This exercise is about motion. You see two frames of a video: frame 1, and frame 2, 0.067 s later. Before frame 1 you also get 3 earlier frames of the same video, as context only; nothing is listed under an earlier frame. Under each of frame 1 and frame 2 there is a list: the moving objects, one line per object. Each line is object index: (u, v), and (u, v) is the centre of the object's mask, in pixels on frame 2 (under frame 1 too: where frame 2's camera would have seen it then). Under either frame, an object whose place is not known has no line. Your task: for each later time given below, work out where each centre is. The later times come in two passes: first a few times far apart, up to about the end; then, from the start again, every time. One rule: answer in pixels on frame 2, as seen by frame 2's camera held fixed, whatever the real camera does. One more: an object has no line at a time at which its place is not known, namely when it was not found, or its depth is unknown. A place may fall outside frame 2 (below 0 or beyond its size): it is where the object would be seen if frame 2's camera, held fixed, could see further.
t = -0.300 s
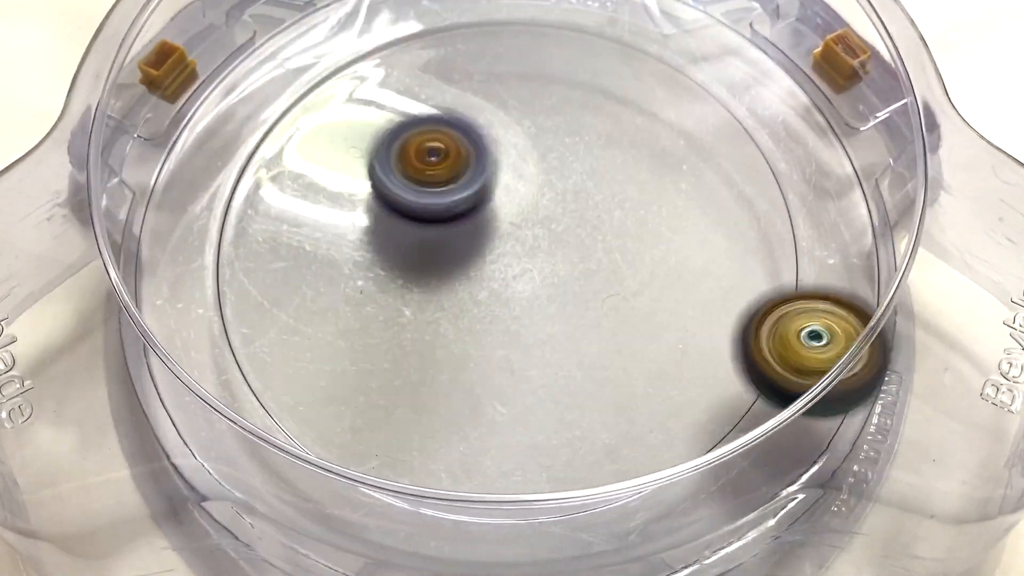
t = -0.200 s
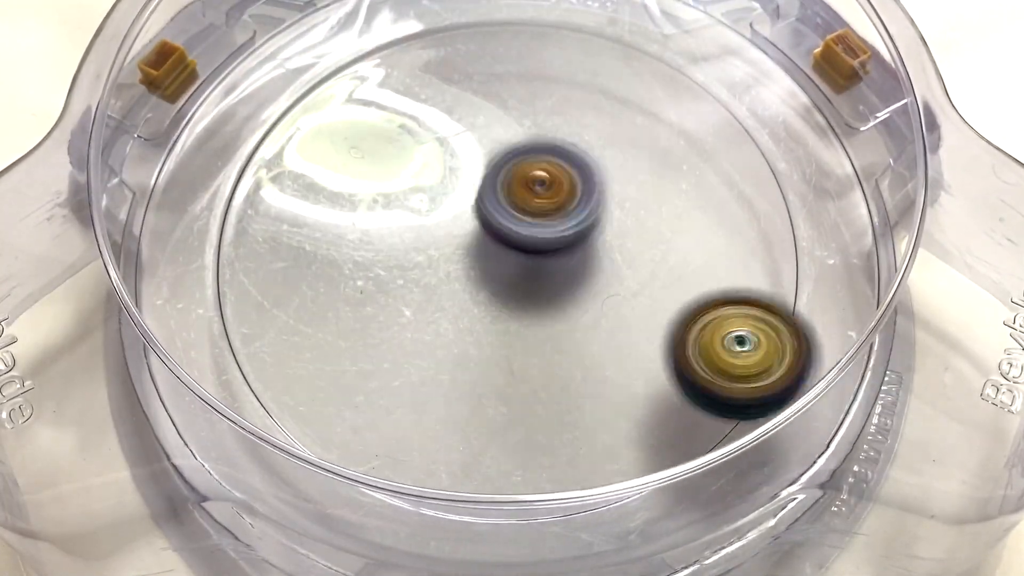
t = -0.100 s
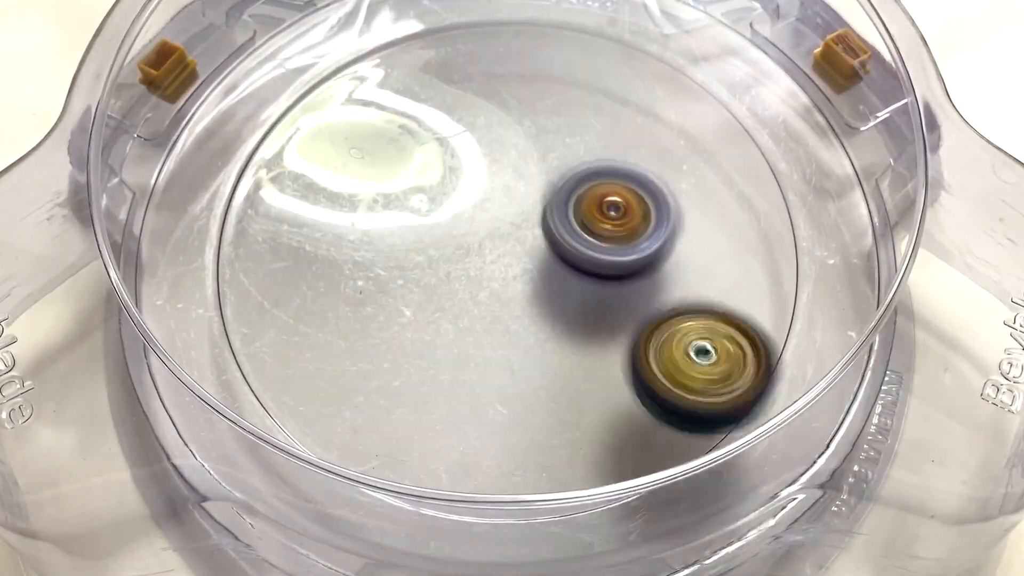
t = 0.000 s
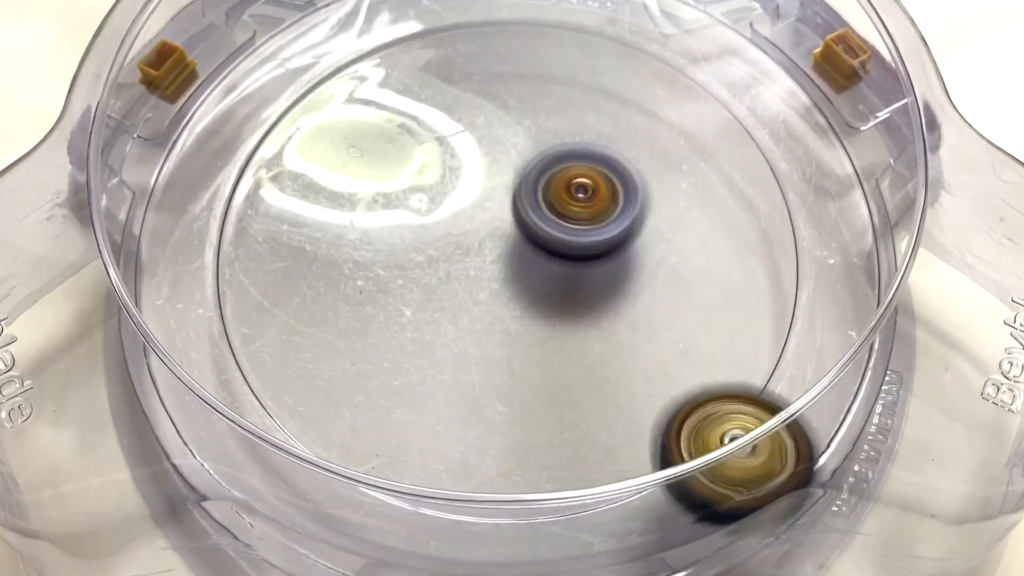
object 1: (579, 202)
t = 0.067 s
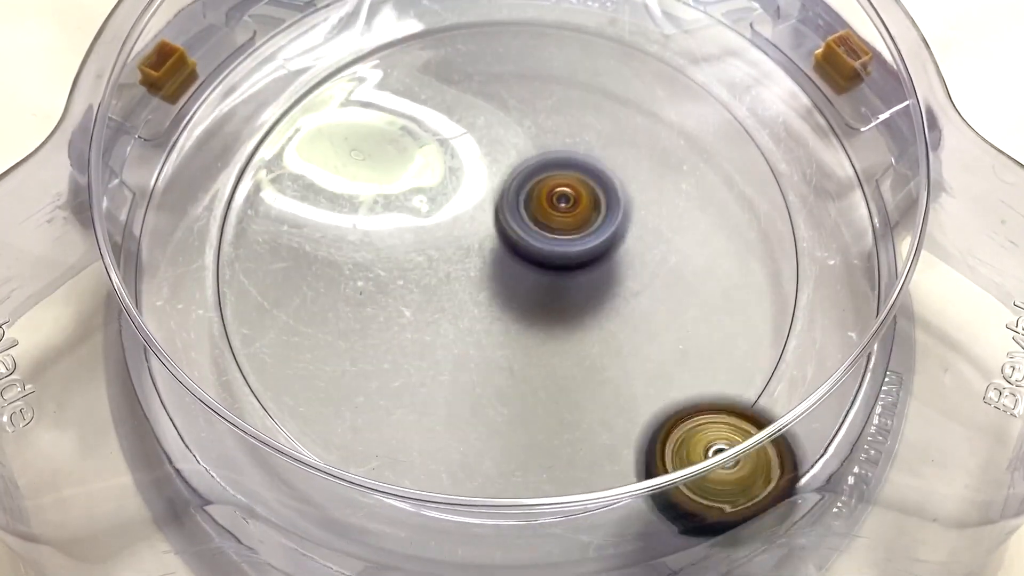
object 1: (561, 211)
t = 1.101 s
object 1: (520, 479)
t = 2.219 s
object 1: (728, 67)
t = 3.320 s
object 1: (575, 474)
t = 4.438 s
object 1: (500, 380)
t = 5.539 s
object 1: (390, 290)
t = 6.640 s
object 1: (390, 253)
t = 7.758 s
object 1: (563, 122)
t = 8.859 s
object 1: (554, 87)
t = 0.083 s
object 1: (558, 216)
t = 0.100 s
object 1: (556, 222)
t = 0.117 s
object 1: (555, 228)
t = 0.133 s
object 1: (553, 236)
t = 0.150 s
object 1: (554, 245)
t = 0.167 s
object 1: (554, 255)
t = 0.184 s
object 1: (555, 266)
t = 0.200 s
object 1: (553, 279)
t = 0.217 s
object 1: (551, 290)
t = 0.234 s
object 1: (546, 302)
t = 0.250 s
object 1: (541, 313)
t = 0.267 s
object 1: (514, 313)
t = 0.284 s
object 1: (477, 308)
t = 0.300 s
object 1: (444, 299)
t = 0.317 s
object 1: (409, 289)
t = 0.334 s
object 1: (381, 281)
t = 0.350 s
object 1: (354, 266)
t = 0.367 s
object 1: (328, 250)
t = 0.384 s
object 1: (306, 235)
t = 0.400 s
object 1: (289, 217)
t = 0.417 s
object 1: (274, 201)
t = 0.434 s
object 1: (263, 181)
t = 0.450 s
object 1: (255, 162)
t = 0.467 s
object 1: (251, 144)
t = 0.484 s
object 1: (251, 124)
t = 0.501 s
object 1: (252, 110)
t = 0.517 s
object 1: (263, 98)
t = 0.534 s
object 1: (279, 90)
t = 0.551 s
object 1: (296, 80)
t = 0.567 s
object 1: (318, 71)
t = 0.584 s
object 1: (339, 63)
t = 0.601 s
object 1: (361, 55)
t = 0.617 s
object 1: (387, 49)
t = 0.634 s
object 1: (410, 43)
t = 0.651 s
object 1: (437, 40)
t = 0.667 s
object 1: (463, 36)
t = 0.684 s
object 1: (491, 34)
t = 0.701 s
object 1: (519, 35)
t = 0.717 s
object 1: (547, 35)
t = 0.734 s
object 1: (575, 37)
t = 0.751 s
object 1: (602, 41)
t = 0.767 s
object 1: (630, 46)
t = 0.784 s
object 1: (654, 53)
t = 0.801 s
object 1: (680, 65)
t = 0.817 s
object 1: (704, 80)
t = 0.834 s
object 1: (725, 97)
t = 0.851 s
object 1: (747, 116)
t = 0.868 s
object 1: (762, 142)
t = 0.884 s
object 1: (772, 168)
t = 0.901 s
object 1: (782, 196)
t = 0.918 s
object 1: (789, 229)
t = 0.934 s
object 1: (789, 259)
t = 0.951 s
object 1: (784, 288)
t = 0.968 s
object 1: (772, 323)
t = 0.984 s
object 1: (753, 352)
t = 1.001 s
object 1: (732, 374)
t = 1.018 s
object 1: (703, 399)
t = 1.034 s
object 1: (676, 431)
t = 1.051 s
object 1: (642, 447)
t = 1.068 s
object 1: (603, 465)
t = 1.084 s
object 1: (564, 474)
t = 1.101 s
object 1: (520, 479)
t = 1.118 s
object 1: (478, 479)
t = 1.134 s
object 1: (437, 469)
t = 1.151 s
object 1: (398, 460)
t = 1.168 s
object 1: (359, 442)
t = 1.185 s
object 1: (327, 423)
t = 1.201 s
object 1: (300, 398)
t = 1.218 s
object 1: (275, 366)
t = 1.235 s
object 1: (252, 338)
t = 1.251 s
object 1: (233, 307)
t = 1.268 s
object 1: (217, 270)
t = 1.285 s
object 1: (209, 238)
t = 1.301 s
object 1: (216, 203)
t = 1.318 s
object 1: (225, 170)
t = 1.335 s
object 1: (240, 138)
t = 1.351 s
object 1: (258, 107)
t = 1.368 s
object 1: (284, 82)
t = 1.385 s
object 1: (314, 54)
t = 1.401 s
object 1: (352, 41)
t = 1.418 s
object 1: (388, 32)
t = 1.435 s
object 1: (430, 25)
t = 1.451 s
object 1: (470, 22)
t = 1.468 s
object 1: (515, 21)
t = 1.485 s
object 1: (561, 23)
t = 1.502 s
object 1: (605, 27)
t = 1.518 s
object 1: (647, 35)
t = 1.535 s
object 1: (691, 50)
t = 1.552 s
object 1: (727, 74)
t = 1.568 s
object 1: (762, 114)
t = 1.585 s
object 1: (785, 151)
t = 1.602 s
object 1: (801, 204)
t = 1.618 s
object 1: (804, 249)
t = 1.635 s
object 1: (791, 307)
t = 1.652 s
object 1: (769, 348)
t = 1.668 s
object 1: (727, 387)
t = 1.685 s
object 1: (684, 434)
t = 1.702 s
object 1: (631, 461)
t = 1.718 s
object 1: (575, 479)
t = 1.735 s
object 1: (511, 487)
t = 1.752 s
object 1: (454, 480)
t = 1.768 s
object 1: (399, 467)
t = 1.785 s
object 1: (351, 447)
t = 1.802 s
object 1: (313, 421)
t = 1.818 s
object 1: (286, 382)
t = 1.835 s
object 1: (258, 355)
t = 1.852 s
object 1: (237, 327)
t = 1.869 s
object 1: (224, 297)
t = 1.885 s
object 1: (220, 267)
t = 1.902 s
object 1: (215, 235)
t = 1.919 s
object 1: (217, 206)
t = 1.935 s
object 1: (224, 180)
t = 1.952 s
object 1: (234, 155)
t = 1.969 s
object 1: (247, 131)
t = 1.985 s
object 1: (263, 107)
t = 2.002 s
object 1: (282, 85)
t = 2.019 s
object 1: (305, 64)
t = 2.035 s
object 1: (333, 48)
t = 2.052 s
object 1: (362, 38)
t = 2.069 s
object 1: (396, 30)
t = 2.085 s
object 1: (431, 24)
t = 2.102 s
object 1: (465, 21)
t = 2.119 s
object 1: (501, 20)
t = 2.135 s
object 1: (541, 21)
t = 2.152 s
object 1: (581, 23)
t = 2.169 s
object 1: (619, 27)
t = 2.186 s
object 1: (656, 34)
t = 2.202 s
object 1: (693, 44)
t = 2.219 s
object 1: (728, 67)
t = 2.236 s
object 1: (757, 97)
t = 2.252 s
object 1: (781, 130)
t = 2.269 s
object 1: (798, 169)
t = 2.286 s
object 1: (806, 213)
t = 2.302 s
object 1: (808, 264)
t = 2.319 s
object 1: (798, 306)
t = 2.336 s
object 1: (776, 343)
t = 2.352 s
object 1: (744, 376)
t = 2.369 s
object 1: (705, 417)
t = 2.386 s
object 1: (662, 444)
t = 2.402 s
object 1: (610, 468)
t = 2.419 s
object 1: (556, 478)
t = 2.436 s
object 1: (498, 485)
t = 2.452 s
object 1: (446, 479)
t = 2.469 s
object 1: (401, 461)
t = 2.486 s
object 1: (360, 443)
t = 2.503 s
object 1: (330, 411)
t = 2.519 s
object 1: (299, 390)
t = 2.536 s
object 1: (274, 368)
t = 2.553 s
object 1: (254, 345)
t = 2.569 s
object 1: (239, 321)
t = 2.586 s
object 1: (231, 295)
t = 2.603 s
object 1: (227, 272)
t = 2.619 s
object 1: (226, 250)
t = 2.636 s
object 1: (229, 227)
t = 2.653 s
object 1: (237, 207)
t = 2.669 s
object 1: (246, 186)
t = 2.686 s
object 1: (260, 170)
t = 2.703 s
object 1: (278, 154)
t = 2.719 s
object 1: (297, 142)
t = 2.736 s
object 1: (317, 130)
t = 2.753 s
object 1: (341, 120)
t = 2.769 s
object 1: (364, 111)
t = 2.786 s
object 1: (387, 104)
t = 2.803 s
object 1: (412, 101)
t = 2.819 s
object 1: (435, 97)
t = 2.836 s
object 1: (459, 97)
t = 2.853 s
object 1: (482, 98)
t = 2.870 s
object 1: (506, 100)
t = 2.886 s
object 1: (530, 105)
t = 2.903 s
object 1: (552, 109)
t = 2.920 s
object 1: (575, 116)
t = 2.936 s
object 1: (597, 124)
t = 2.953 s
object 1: (618, 133)
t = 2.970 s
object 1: (638, 143)
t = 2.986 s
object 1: (659, 154)
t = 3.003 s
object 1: (678, 167)
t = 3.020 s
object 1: (696, 180)
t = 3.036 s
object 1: (712, 196)
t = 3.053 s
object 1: (727, 212)
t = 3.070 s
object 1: (741, 228)
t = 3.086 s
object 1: (752, 245)
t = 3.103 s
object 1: (763, 266)
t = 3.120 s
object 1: (772, 286)
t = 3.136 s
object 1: (777, 307)
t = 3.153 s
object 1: (776, 326)
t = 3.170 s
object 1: (770, 344)
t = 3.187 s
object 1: (757, 360)
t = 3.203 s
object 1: (738, 377)
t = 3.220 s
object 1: (716, 393)
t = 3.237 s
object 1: (694, 407)
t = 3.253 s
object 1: (677, 433)
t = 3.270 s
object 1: (656, 450)
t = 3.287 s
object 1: (629, 462)
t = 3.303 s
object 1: (603, 464)
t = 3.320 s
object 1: (575, 474)
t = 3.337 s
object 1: (546, 479)
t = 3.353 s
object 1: (517, 481)
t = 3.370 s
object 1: (489, 479)
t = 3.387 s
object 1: (464, 475)
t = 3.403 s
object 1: (439, 467)
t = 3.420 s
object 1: (417, 456)
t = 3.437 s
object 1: (401, 433)
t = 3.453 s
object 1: (382, 423)
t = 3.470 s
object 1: (363, 411)
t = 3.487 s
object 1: (345, 396)
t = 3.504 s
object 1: (332, 378)
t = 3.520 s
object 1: (323, 358)
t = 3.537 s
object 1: (319, 338)
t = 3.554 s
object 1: (318, 320)
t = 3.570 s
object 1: (319, 299)
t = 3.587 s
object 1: (320, 281)
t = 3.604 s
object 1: (323, 262)
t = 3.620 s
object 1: (330, 245)
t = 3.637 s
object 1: (339, 228)
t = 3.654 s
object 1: (349, 211)
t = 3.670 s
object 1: (361, 194)
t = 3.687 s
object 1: (375, 179)
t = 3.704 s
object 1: (389, 166)
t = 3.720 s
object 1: (401, 155)
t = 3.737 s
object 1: (420, 140)
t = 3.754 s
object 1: (437, 130)
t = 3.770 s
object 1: (454, 121)
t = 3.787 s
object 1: (470, 114)
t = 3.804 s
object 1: (488, 107)
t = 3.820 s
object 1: (507, 102)
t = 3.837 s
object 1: (525, 99)
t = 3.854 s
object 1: (543, 96)
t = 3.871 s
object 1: (561, 95)
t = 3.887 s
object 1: (579, 96)
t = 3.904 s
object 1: (597, 98)
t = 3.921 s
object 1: (614, 101)
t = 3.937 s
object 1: (631, 105)
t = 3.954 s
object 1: (646, 109)
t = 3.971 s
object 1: (660, 115)
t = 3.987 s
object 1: (675, 122)
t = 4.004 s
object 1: (691, 130)
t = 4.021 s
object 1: (704, 141)
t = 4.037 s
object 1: (717, 152)
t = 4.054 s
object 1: (729, 164)
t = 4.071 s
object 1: (738, 175)
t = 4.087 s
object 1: (746, 189)
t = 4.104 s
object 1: (753, 203)
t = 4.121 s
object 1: (760, 218)
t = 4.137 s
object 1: (764, 235)
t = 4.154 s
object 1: (765, 252)
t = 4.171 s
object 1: (762, 268)
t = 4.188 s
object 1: (757, 283)
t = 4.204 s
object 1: (753, 297)
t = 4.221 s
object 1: (746, 313)
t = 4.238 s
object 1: (736, 329)
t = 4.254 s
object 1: (722, 344)
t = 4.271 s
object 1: (706, 357)
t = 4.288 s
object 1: (688, 369)
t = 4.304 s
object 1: (672, 378)
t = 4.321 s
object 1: (649, 386)
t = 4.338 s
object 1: (628, 392)
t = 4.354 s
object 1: (606, 397)
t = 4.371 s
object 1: (584, 397)
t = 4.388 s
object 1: (562, 396)
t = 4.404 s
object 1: (539, 390)
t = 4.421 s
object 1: (519, 386)
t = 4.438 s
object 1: (500, 380)
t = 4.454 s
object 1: (481, 372)
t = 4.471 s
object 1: (463, 361)
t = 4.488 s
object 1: (448, 350)
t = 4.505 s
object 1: (434, 336)
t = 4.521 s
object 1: (423, 323)
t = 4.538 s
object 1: (412, 309)
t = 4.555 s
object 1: (404, 293)
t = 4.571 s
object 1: (399, 281)
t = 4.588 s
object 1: (394, 264)
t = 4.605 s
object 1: (390, 249)
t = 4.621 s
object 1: (389, 235)
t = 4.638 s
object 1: (390, 219)
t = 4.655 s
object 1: (391, 204)
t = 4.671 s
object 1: (395, 186)
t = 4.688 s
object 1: (398, 175)
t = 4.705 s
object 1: (404, 163)
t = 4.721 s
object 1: (412, 149)
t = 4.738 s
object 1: (420, 138)
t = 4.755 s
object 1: (429, 128)
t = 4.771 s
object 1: (438, 120)
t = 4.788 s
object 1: (448, 112)
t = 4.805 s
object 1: (458, 103)
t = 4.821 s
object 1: (469, 97)
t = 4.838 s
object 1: (481, 92)
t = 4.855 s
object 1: (493, 88)
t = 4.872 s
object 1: (505, 83)
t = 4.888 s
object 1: (520, 80)
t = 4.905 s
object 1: (533, 80)
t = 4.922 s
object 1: (548, 80)
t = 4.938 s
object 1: (560, 79)
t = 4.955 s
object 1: (575, 81)
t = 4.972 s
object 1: (590, 85)
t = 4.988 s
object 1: (604, 91)
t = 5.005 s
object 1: (615, 96)
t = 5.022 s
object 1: (628, 104)
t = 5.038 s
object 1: (640, 115)
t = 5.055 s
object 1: (650, 127)
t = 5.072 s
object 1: (654, 136)
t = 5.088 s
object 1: (664, 147)
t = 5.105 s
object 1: (669, 163)
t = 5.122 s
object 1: (672, 179)
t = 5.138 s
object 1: (670, 190)
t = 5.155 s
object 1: (672, 205)
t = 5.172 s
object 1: (670, 221)
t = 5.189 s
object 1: (664, 237)
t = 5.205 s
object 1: (657, 244)
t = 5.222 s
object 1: (651, 260)
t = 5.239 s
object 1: (643, 273)
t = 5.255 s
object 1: (632, 287)
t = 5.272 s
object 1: (619, 297)
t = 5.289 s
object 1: (607, 305)
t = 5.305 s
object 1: (594, 315)
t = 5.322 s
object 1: (578, 321)
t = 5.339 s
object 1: (563, 324)
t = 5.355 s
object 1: (548, 329)
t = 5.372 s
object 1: (531, 332)
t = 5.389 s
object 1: (515, 333)
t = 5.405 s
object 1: (498, 333)
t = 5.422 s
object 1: (482, 331)
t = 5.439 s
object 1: (466, 329)
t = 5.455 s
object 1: (450, 323)
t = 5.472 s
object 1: (436, 319)
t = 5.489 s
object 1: (423, 314)
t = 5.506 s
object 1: (410, 307)
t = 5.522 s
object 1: (399, 299)
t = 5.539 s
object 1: (390, 290)
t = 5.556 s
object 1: (383, 282)
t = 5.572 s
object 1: (376, 273)
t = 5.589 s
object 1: (371, 261)
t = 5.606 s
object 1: (367, 252)
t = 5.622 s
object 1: (364, 241)
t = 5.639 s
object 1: (362, 228)
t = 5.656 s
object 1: (362, 217)
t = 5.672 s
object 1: (364, 206)
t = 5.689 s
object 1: (366, 195)
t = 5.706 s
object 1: (371, 185)
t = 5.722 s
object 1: (376, 175)
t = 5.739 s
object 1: (383, 165)
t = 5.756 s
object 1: (390, 158)
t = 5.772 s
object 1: (401, 149)
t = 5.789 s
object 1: (413, 141)
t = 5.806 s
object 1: (425, 136)
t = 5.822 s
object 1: (438, 132)
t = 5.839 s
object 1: (450, 129)
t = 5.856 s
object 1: (465, 128)
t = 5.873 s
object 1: (480, 129)
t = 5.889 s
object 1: (494, 130)
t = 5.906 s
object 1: (508, 135)
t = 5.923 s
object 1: (523, 141)
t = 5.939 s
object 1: (535, 144)
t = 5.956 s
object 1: (548, 152)
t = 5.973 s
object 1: (560, 162)
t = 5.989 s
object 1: (571, 169)
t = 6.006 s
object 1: (581, 181)
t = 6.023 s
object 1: (588, 191)
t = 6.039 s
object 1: (596, 199)
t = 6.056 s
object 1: (602, 214)
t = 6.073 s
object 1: (606, 226)
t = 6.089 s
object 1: (610, 237)
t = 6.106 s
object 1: (612, 251)
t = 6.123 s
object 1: (609, 263)
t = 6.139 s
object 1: (610, 274)
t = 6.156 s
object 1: (609, 288)
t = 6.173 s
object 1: (604, 297)
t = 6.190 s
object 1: (600, 308)
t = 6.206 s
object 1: (594, 321)
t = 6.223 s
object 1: (586, 328)
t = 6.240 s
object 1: (580, 337)
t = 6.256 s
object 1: (571, 346)
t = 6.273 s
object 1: (561, 353)
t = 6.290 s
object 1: (552, 360)
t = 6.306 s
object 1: (538, 365)
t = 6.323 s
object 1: (527, 368)
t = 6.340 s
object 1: (516, 374)
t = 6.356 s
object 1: (501, 375)
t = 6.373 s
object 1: (488, 378)
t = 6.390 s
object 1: (473, 378)
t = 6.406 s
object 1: (459, 376)
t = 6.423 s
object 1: (448, 375)
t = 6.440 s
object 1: (434, 370)
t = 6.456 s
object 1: (422, 366)
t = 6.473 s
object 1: (411, 358)
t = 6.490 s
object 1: (403, 349)
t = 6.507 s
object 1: (395, 341)
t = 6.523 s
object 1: (387, 332)
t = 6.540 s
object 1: (383, 321)
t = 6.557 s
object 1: (379, 309)
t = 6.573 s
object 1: (378, 298)
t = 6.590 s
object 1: (378, 287)
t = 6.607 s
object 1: (381, 277)
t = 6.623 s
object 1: (386, 266)
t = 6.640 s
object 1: (390, 253)
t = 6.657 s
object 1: (398, 245)
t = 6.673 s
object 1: (406, 235)
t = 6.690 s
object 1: (416, 227)
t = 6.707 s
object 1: (426, 219)
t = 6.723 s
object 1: (437, 211)
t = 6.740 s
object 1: (451, 205)
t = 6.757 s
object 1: (464, 199)
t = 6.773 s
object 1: (477, 196)
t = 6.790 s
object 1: (491, 192)
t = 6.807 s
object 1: (504, 191)
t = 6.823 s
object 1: (519, 190)
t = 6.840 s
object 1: (531, 190)
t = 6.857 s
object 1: (544, 193)
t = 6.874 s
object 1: (555, 194)
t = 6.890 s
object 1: (568, 199)
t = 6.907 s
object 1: (580, 203)
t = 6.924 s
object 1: (592, 209)
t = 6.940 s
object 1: (603, 216)
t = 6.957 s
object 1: (613, 222)
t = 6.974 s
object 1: (625, 232)
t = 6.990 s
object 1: (631, 239)
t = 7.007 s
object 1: (640, 250)
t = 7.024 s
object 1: (643, 259)
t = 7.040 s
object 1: (651, 270)
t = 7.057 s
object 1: (651, 282)
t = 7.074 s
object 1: (655, 294)
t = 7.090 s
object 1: (654, 308)
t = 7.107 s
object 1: (652, 316)
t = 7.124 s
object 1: (649, 330)
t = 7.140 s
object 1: (642, 340)
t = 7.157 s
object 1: (635, 351)
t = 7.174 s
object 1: (624, 358)
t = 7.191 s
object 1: (615, 368)
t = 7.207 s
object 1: (601, 377)
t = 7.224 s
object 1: (587, 382)
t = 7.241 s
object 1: (572, 387)
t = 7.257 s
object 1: (556, 386)
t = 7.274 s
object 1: (542, 388)
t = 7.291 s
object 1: (524, 386)
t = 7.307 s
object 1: (509, 384)
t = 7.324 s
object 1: (493, 376)
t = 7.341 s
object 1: (482, 370)
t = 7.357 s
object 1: (468, 361)
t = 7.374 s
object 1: (457, 352)
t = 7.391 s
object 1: (446, 341)
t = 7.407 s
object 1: (439, 328)
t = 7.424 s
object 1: (430, 316)
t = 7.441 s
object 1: (426, 304)
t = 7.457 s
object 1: (421, 289)
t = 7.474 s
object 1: (421, 277)
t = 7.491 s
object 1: (419, 262)
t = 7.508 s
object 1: (422, 248)
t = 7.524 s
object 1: (423, 235)
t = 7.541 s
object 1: (429, 223)
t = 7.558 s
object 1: (433, 210)
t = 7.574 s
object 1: (440, 199)
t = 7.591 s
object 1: (447, 186)
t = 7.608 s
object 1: (457, 177)
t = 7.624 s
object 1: (466, 166)
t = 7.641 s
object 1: (477, 158)
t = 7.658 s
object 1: (487, 149)
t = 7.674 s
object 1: (499, 142)
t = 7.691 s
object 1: (511, 136)
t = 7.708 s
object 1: (524, 132)
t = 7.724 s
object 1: (536, 126)
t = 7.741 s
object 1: (550, 125)
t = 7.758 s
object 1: (563, 122)
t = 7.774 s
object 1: (577, 122)
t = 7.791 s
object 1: (589, 121)
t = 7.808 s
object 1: (604, 123)
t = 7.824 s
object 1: (616, 125)
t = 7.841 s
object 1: (628, 130)
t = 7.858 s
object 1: (641, 133)
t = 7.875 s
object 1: (652, 140)
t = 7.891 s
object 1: (664, 146)
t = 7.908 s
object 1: (671, 154)
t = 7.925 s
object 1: (683, 163)
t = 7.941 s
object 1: (689, 174)
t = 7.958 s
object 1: (698, 185)
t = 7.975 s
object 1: (700, 198)
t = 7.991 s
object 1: (706, 210)
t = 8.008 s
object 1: (704, 224)
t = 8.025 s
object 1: (706, 238)
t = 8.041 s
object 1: (699, 250)
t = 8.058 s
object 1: (698, 264)
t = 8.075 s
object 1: (690, 278)
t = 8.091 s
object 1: (684, 291)
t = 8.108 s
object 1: (671, 302)
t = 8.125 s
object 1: (663, 315)
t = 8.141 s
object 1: (647, 324)
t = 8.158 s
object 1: (633, 337)
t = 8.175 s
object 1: (615, 341)
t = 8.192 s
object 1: (600, 350)
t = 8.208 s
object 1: (581, 354)
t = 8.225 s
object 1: (561, 359)
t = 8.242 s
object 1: (542, 357)
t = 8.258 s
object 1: (524, 359)
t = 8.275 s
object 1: (506, 356)
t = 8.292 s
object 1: (486, 352)
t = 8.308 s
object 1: (471, 347)
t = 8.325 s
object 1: (453, 340)
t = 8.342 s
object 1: (438, 334)
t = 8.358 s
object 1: (424, 324)
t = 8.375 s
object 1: (411, 314)
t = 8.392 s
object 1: (400, 304)
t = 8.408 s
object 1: (388, 292)
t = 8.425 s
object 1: (382, 283)
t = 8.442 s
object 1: (373, 269)
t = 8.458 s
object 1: (367, 257)
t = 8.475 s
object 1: (364, 244)
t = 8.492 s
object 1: (360, 231)
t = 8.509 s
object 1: (358, 219)
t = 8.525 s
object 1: (356, 204)
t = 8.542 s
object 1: (358, 191)
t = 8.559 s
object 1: (359, 180)
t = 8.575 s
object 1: (362, 168)
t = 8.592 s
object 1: (366, 157)
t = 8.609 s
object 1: (372, 146)
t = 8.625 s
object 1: (380, 134)
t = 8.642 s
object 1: (387, 122)
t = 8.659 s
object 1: (397, 114)
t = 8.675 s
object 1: (407, 106)
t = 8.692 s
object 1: (419, 97)
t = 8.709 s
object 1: (431, 91)
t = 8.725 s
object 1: (443, 85)
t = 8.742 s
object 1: (456, 82)
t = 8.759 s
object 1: (469, 78)
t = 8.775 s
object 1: (482, 76)
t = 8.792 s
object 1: (498, 78)
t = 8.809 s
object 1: (512, 77)
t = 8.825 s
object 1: (528, 81)
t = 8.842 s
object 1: (542, 83)
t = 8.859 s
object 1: (554, 87)
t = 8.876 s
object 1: (569, 94)
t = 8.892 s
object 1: (581, 99)
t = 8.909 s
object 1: (596, 111)
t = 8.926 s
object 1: (606, 116)
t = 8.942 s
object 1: (616, 129)
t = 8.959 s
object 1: (626, 140)
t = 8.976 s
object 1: (632, 149)
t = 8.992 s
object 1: (643, 165)
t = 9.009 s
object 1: (651, 191)
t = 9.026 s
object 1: (656, 204)
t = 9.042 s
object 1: (655, 218)
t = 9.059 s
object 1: (658, 236)
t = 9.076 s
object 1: (655, 246)
